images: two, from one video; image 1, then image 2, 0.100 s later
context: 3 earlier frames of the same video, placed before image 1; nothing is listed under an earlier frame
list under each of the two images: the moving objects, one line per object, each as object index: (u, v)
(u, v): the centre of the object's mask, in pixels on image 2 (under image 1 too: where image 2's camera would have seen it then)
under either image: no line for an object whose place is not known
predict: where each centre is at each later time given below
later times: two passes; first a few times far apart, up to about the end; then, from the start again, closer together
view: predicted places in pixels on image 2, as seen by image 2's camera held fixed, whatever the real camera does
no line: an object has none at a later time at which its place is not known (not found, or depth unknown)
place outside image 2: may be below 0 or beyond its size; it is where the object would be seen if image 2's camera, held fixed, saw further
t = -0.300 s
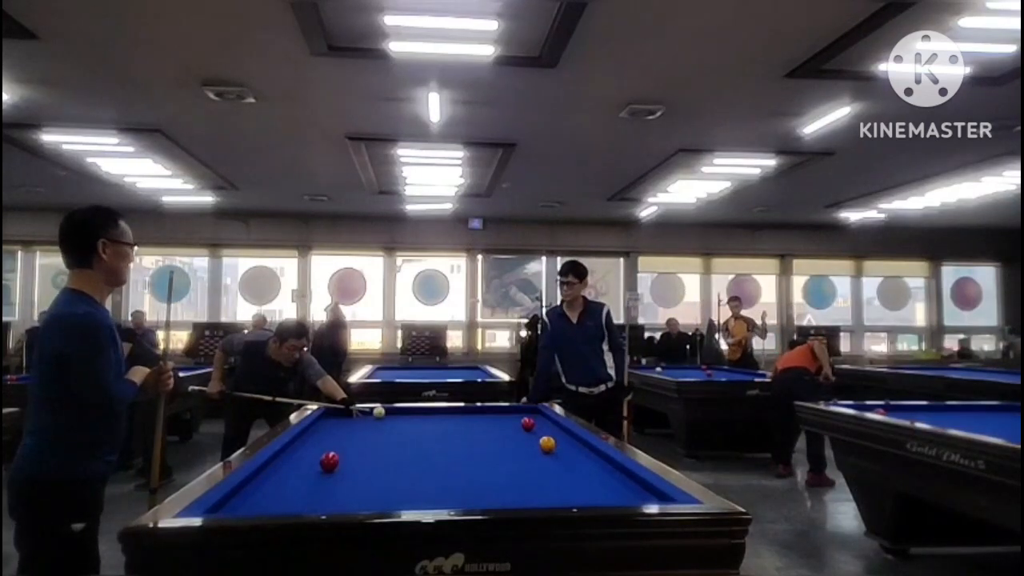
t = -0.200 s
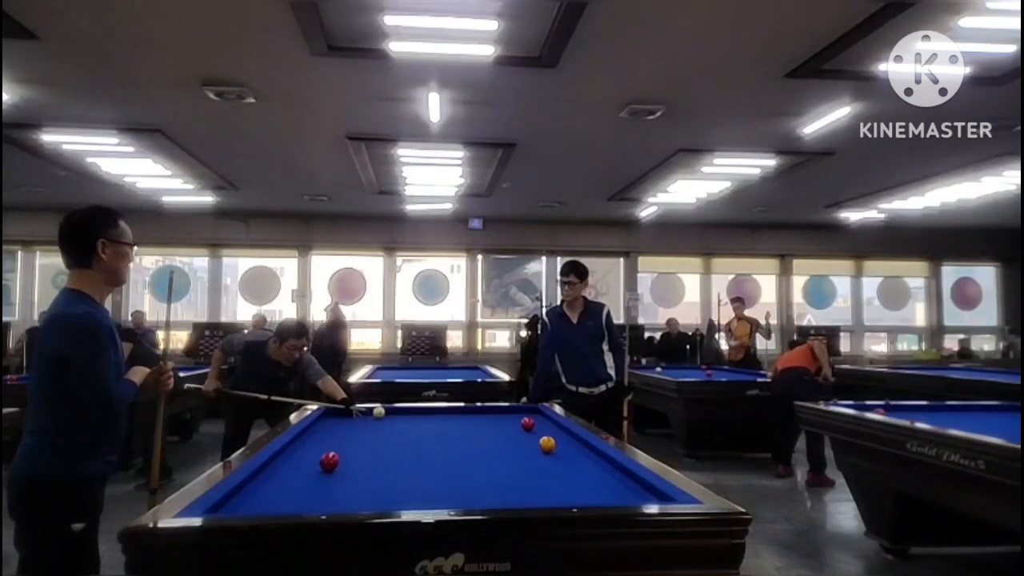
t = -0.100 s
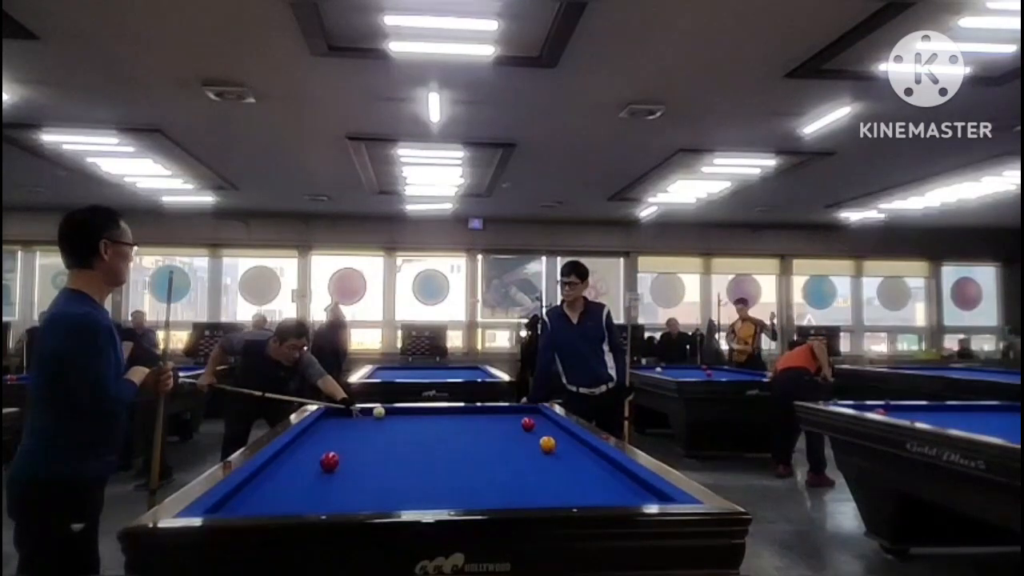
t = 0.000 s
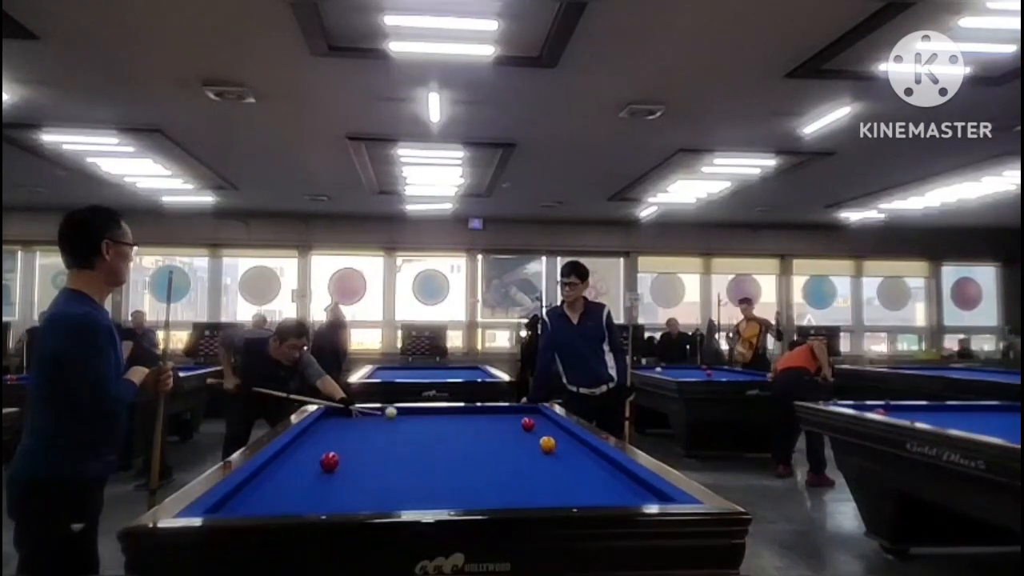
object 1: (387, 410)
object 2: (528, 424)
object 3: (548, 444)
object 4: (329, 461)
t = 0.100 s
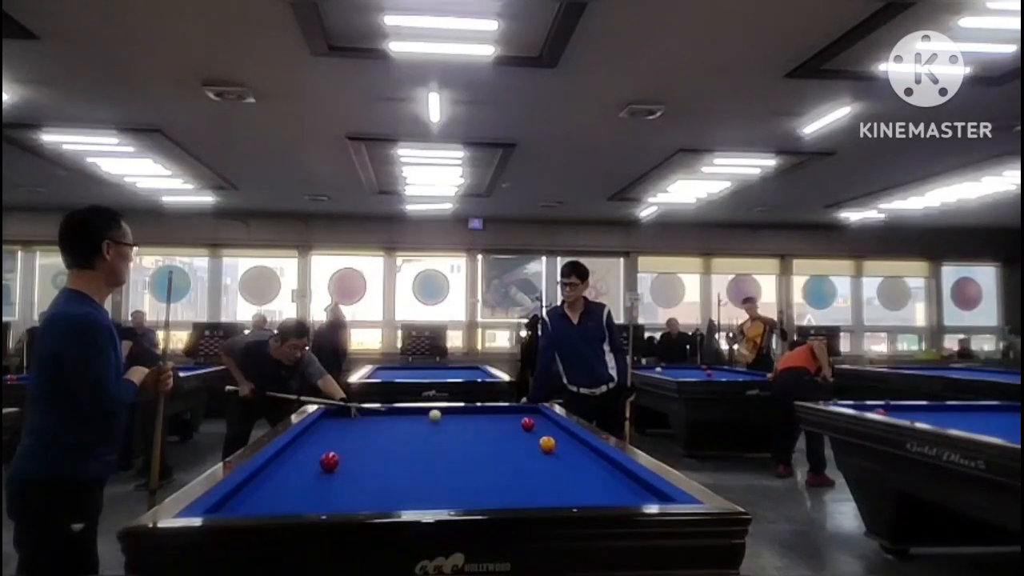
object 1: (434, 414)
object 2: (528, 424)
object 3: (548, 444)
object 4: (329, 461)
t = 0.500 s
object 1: (528, 423)
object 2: (541, 430)
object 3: (547, 444)
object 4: (329, 461)
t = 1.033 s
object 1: (431, 435)
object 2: (579, 448)
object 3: (547, 444)
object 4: (330, 461)
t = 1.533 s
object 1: (323, 448)
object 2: (617, 470)
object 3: (547, 444)
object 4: (329, 462)
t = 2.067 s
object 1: (319, 457)
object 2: (644, 496)
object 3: (548, 444)
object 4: (332, 462)
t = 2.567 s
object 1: (343, 458)
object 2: (612, 482)
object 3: (548, 444)
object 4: (357, 467)
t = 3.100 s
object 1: (364, 458)
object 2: (585, 467)
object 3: (548, 444)
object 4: (382, 474)
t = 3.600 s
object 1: (381, 458)
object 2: (566, 455)
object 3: (547, 444)
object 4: (406, 480)
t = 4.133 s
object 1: (394, 458)
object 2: (550, 447)
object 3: (544, 440)
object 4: (431, 486)
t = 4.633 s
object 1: (404, 458)
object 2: (543, 446)
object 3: (540, 435)
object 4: (453, 491)
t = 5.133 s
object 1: (410, 457)
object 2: (538, 445)
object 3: (537, 433)
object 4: (475, 495)
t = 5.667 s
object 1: (415, 457)
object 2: (535, 444)
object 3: (533, 431)
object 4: (498, 497)
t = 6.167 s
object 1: (416, 457)
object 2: (533, 443)
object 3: (531, 429)
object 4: (514, 499)
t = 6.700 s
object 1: (415, 457)
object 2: (533, 443)
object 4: (522, 497)
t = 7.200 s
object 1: (415, 457)
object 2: (533, 443)
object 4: (528, 496)
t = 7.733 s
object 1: (416, 457)
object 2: (533, 443)
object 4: (532, 495)
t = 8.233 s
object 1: (416, 457)
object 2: (533, 443)
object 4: (534, 496)
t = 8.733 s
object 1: (416, 457)
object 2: (533, 443)
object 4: (535, 496)
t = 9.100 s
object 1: (415, 457)
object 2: (533, 443)
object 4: (535, 496)
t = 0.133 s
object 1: (450, 416)
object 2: (528, 424)
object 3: (548, 444)
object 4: (329, 461)
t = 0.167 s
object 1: (464, 417)
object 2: (528, 424)
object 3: (548, 444)
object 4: (329, 461)
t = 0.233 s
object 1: (493, 420)
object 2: (528, 424)
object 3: (547, 444)
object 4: (329, 462)
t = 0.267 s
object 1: (507, 421)
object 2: (528, 424)
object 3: (548, 444)
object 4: (329, 462)
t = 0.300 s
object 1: (519, 420)
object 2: (529, 425)
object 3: (547, 444)
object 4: (329, 462)
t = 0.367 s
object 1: (544, 422)
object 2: (532, 426)
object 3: (547, 444)
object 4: (329, 462)
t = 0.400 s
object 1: (551, 422)
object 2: (534, 427)
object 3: (547, 444)
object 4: (329, 462)
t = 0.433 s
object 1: (544, 422)
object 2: (536, 428)
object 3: (547, 444)
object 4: (329, 462)
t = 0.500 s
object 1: (528, 423)
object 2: (541, 430)
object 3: (547, 444)
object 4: (329, 461)
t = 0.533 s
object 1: (521, 424)
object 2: (543, 430)
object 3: (547, 444)
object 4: (329, 461)
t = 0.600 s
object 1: (508, 425)
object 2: (547, 431)
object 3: (547, 444)
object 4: (329, 461)
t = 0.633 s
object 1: (502, 426)
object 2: (549, 432)
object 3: (547, 444)
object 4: (329, 461)
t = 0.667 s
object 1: (496, 427)
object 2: (553, 433)
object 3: (547, 444)
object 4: (329, 461)
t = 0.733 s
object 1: (485, 428)
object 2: (557, 436)
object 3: (547, 444)
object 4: (329, 461)
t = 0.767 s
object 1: (480, 429)
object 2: (559, 438)
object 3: (547, 444)
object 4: (329, 461)
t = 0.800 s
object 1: (473, 430)
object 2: (561, 439)
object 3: (547, 444)
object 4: (329, 461)
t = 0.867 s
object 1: (462, 431)
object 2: (566, 442)
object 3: (548, 444)
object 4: (329, 461)
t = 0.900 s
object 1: (456, 432)
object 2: (569, 443)
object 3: (548, 444)
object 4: (329, 461)
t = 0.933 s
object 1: (450, 433)
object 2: (571, 445)
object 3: (548, 444)
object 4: (329, 461)
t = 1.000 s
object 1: (437, 434)
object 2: (576, 447)
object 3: (548, 444)
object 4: (330, 461)
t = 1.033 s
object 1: (431, 435)
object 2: (579, 448)
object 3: (547, 444)
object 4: (330, 461)
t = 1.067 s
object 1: (425, 436)
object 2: (582, 450)
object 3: (548, 444)
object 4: (330, 461)
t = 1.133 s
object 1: (412, 438)
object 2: (588, 452)
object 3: (547, 444)
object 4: (329, 461)
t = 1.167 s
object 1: (405, 438)
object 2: (591, 454)
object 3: (547, 444)
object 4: (329, 461)
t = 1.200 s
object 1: (398, 439)
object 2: (594, 455)
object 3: (547, 444)
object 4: (329, 461)
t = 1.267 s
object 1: (384, 441)
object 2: (600, 458)
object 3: (547, 444)
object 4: (329, 461)
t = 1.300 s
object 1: (377, 442)
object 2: (604, 459)
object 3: (547, 444)
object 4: (329, 461)
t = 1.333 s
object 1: (370, 443)
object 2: (607, 461)
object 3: (548, 444)
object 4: (329, 461)
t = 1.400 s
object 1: (355, 445)
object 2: (611, 464)
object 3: (547, 444)
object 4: (329, 461)
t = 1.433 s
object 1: (347, 446)
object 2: (612, 465)
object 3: (547, 444)
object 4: (329, 461)
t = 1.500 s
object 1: (332, 446)
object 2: (616, 469)
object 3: (547, 444)
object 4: (329, 462)
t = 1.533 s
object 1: (323, 448)
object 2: (617, 470)
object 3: (547, 444)
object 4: (329, 462)
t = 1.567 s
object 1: (316, 450)
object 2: (619, 472)
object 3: (547, 444)
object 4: (329, 461)
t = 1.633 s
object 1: (299, 453)
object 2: (622, 475)
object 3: (547, 444)
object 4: (329, 461)
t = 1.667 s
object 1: (291, 453)
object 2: (624, 478)
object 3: (547, 444)
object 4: (329, 461)
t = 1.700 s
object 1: (283, 455)
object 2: (626, 480)
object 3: (547, 444)
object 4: (329, 462)
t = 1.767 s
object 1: (291, 455)
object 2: (630, 484)
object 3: (547, 444)
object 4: (329, 461)
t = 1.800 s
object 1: (295, 456)
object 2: (631, 486)
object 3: (547, 444)
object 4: (329, 461)
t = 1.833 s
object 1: (299, 456)
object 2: (633, 488)
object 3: (547, 444)
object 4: (329, 461)
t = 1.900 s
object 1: (306, 457)
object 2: (637, 491)
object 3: (548, 444)
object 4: (329, 462)
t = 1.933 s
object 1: (310, 457)
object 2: (639, 491)
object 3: (548, 444)
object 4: (330, 461)
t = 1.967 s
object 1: (313, 458)
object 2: (641, 493)
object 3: (548, 444)
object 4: (330, 462)
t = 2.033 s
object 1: (318, 457)
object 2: (645, 496)
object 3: (548, 444)
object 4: (330, 462)
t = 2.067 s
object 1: (319, 457)
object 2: (644, 496)
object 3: (548, 444)
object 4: (332, 462)
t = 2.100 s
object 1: (321, 457)
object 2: (642, 495)
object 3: (548, 444)
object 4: (334, 462)
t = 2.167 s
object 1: (324, 457)
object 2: (637, 493)
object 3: (548, 444)
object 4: (337, 463)
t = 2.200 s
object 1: (326, 457)
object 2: (635, 493)
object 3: (548, 444)
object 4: (339, 464)
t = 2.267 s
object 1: (329, 457)
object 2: (631, 491)
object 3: (547, 444)
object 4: (342, 464)
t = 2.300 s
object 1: (331, 458)
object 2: (629, 491)
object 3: (547, 444)
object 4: (343, 465)
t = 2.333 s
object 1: (333, 458)
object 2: (627, 490)
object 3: (547, 444)
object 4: (346, 465)
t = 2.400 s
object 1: (336, 458)
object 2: (622, 488)
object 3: (547, 444)
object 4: (348, 466)
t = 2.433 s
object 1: (337, 458)
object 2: (620, 487)
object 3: (547, 444)
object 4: (350, 466)
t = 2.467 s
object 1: (338, 458)
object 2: (618, 485)
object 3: (547, 444)
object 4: (351, 466)
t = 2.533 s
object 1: (342, 458)
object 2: (614, 483)
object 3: (547, 444)
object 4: (355, 467)
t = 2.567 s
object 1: (343, 458)
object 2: (612, 482)
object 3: (548, 444)
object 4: (357, 467)
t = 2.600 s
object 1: (345, 458)
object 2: (610, 481)
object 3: (548, 444)
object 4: (358, 468)
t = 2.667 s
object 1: (348, 458)
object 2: (606, 479)
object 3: (547, 444)
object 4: (361, 469)
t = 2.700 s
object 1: (349, 459)
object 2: (605, 478)
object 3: (548, 444)
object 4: (363, 469)
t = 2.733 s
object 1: (351, 459)
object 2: (603, 477)
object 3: (548, 444)
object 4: (364, 470)
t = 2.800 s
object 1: (353, 458)
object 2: (599, 475)
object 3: (547, 444)
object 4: (367, 470)
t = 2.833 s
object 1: (355, 458)
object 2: (598, 474)
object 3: (548, 444)
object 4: (369, 471)
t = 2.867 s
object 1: (356, 458)
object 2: (596, 473)
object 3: (547, 444)
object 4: (371, 471)
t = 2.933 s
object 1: (358, 458)
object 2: (593, 471)
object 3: (547, 444)
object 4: (373, 472)
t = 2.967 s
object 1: (359, 458)
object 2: (591, 471)
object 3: (547, 444)
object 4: (375, 472)
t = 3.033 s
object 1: (362, 458)
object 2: (588, 468)
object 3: (548, 444)
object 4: (379, 473)
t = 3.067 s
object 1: (363, 458)
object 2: (586, 468)
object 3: (547, 444)
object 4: (380, 474)
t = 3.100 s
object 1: (364, 458)
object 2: (585, 467)
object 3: (548, 444)
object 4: (382, 474)
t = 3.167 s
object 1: (366, 458)
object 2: (582, 465)
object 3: (547, 444)
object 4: (385, 474)
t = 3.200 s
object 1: (367, 458)
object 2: (581, 464)
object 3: (547, 444)
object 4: (386, 475)
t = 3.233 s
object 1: (369, 458)
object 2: (579, 464)
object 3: (548, 444)
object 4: (388, 475)
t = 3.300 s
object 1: (371, 458)
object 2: (577, 462)
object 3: (547, 444)
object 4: (391, 477)
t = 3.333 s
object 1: (372, 458)
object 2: (575, 461)
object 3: (547, 444)
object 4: (393, 477)
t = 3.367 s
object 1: (373, 458)
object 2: (574, 460)
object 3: (547, 444)
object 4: (395, 477)
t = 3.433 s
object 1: (376, 458)
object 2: (572, 459)
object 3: (547, 444)
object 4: (398, 478)
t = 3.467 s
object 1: (376, 458)
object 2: (570, 458)
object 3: (547, 444)
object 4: (399, 478)
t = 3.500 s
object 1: (378, 458)
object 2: (569, 457)
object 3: (547, 444)
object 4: (401, 479)
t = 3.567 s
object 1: (380, 458)
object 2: (567, 456)
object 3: (547, 444)
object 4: (404, 479)
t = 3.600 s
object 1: (381, 458)
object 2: (566, 455)
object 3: (547, 444)
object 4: (406, 480)
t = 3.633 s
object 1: (382, 458)
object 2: (564, 455)
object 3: (547, 444)
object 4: (407, 480)
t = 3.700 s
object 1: (383, 458)
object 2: (562, 453)
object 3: (547, 444)
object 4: (410, 481)
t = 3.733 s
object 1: (384, 458)
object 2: (561, 452)
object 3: (547, 443)
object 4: (412, 481)
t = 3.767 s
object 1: (385, 458)
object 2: (560, 452)
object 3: (547, 443)
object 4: (413, 482)
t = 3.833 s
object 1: (387, 458)
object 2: (558, 451)
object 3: (546, 443)
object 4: (417, 482)
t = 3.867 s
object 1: (388, 458)
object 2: (557, 451)
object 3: (547, 443)
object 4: (418, 483)
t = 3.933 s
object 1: (390, 458)
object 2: (556, 450)
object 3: (546, 443)
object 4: (421, 484)
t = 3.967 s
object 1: (391, 458)
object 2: (554, 450)
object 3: (545, 442)
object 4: (423, 484)
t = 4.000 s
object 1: (391, 458)
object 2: (553, 449)
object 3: (545, 441)
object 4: (425, 484)
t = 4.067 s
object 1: (393, 458)
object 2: (551, 447)
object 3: (544, 441)
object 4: (427, 485)
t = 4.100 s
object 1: (394, 458)
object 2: (551, 448)
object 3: (544, 441)
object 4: (429, 486)
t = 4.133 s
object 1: (394, 458)
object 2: (550, 447)
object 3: (544, 440)
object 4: (431, 486)
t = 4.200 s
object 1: (396, 458)
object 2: (549, 447)
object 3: (543, 439)
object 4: (434, 487)
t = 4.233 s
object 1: (396, 458)
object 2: (548, 447)
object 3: (543, 439)
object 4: (435, 487)
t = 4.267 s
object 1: (397, 458)
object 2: (548, 447)
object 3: (543, 439)
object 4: (437, 487)
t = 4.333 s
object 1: (398, 458)
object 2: (547, 446)
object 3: (542, 438)
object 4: (440, 488)
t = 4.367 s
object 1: (399, 458)
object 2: (546, 446)
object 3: (542, 437)
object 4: (441, 488)
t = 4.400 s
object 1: (400, 458)
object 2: (546, 446)
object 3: (542, 437)
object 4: (443, 489)
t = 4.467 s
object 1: (400, 458)
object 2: (545, 446)
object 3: (542, 436)
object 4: (446, 489)
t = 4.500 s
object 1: (401, 458)
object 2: (544, 446)
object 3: (541, 436)
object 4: (447, 490)
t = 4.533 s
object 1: (402, 458)
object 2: (544, 446)
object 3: (541, 436)
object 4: (449, 490)
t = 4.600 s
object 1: (403, 458)
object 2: (543, 446)
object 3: (541, 436)
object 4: (452, 491)
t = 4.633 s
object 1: (404, 458)
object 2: (543, 446)
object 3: (540, 435)
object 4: (453, 491)
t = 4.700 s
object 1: (405, 458)
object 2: (542, 445)
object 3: (540, 435)
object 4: (456, 492)
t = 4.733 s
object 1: (405, 458)
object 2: (542, 445)
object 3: (539, 435)
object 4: (458, 492)
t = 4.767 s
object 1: (406, 457)
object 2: (542, 445)
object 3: (539, 435)
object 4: (459, 492)
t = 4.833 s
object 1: (407, 457)
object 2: (541, 445)
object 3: (539, 434)
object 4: (462, 493)
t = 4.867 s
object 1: (407, 457)
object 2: (541, 445)
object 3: (539, 434)
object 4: (464, 493)
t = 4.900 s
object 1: (408, 457)
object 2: (541, 445)
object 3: (539, 434)
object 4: (465, 494)
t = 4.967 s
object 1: (409, 457)
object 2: (540, 445)
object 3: (538, 433)
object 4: (468, 494)
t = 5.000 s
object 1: (409, 457)
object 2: (540, 445)
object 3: (538, 434)
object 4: (469, 494)
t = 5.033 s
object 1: (410, 457)
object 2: (539, 445)
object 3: (538, 433)
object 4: (471, 495)
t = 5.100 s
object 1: (410, 457)
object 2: (539, 444)
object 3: (537, 432)
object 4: (473, 495)
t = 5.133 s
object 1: (410, 457)
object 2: (538, 445)
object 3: (537, 433)
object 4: (475, 495)
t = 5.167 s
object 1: (411, 457)
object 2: (538, 444)
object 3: (536, 432)
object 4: (477, 495)
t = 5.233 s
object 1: (412, 457)
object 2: (537, 444)
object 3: (536, 432)
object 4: (479, 496)
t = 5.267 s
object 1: (412, 457)
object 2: (537, 444)
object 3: (536, 432)
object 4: (481, 496)
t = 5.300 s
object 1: (413, 457)
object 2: (537, 444)
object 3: (536, 432)
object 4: (482, 496)
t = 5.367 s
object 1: (413, 457)
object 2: (536, 444)
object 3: (535, 431)
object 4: (485, 496)
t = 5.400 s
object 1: (413, 457)
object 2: (536, 444)
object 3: (535, 431)
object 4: (486, 496)
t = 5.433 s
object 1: (413, 457)
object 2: (536, 444)
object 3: (535, 431)
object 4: (488, 497)
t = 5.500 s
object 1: (414, 457)
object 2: (536, 444)
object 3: (534, 431)
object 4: (491, 497)
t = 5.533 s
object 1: (414, 457)
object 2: (536, 444)
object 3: (534, 431)
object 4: (492, 497)
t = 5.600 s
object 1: (414, 457)
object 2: (535, 444)
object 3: (534, 431)
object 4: (495, 497)
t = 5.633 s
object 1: (414, 457)
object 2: (535, 444)
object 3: (533, 431)
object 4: (496, 497)
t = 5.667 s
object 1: (415, 457)
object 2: (535, 444)
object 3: (533, 431)
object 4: (498, 497)
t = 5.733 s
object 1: (415, 457)
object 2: (534, 443)
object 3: (533, 431)
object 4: (500, 498)
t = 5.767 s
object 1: (415, 457)
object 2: (534, 443)
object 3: (533, 430)
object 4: (501, 498)
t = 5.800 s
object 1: (415, 457)
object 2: (534, 443)
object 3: (533, 430)
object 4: (503, 498)
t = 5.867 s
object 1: (415, 457)
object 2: (534, 443)
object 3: (532, 430)
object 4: (506, 498)
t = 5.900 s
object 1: (416, 457)
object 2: (534, 443)
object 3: (532, 430)
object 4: (507, 499)
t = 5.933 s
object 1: (416, 457)
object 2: (534, 443)
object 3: (532, 430)
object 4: (508, 499)
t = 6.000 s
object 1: (416, 457)
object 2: (533, 443)
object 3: (532, 430)
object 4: (510, 499)
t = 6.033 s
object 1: (416, 457)
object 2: (533, 443)
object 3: (532, 429)
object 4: (510, 499)
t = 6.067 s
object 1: (416, 457)
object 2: (533, 443)
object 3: (531, 429)
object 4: (511, 499)
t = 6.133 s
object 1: (416, 457)
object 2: (533, 443)
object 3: (531, 429)
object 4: (512, 498)
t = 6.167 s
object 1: (416, 457)
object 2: (533, 443)
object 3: (531, 429)
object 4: (514, 499)
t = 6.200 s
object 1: (416, 457)
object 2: (533, 443)
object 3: (531, 429)
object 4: (514, 499)
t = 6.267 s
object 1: (415, 457)
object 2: (533, 443)
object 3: (530, 429)
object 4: (516, 498)
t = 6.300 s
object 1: (415, 457)
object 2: (533, 443)
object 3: (530, 428)
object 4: (516, 498)
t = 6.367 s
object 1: (415, 457)
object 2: (533, 443)
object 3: (530, 428)
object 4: (517, 498)
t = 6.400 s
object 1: (415, 457)
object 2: (533, 443)
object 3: (530, 428)
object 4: (518, 498)
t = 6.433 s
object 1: (415, 457)
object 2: (533, 443)
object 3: (530, 428)
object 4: (518, 498)
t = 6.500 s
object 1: (416, 457)
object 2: (533, 443)
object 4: (519, 497)
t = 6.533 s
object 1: (415, 457)
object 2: (533, 443)
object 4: (519, 497)
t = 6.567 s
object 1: (415, 457)
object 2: (533, 442)
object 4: (520, 497)
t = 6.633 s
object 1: (415, 457)
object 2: (533, 443)
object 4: (521, 497)
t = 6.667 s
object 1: (415, 457)
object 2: (533, 443)
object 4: (521, 497)
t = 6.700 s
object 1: (415, 457)
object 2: (533, 443)
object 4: (522, 497)
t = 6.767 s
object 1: (415, 457)
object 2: (533, 443)
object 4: (522, 496)
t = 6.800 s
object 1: (415, 457)
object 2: (533, 443)
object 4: (523, 496)
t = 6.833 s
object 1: (415, 457)
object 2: (533, 443)
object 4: (524, 496)
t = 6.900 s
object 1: (415, 457)
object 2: (533, 443)
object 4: (525, 497)
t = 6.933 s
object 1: (415, 457)
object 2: (533, 443)
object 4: (525, 496)
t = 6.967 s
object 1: (415, 457)
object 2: (533, 443)
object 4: (526, 496)
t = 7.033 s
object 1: (415, 457)
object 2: (533, 443)
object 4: (526, 496)
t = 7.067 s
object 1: (415, 457)
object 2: (533, 443)
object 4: (527, 496)
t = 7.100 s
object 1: (415, 457)
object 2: (533, 443)
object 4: (527, 496)
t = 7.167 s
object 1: (415, 457)
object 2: (533, 443)
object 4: (528, 496)
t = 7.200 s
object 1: (415, 457)
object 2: (533, 443)
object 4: (528, 496)
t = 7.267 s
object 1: (415, 457)
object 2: (533, 443)
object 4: (529, 496)
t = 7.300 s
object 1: (415, 457)
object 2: (533, 443)
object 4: (529, 496)
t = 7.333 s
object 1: (415, 457)
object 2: (533, 443)
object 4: (529, 496)
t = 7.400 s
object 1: (415, 457)
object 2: (533, 443)
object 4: (530, 496)
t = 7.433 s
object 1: (415, 457)
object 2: (533, 443)
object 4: (530, 496)
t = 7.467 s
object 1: (415, 457)
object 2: (533, 443)
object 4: (531, 496)
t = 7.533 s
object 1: (415, 457)
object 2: (533, 443)
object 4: (531, 495)
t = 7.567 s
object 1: (416, 457)
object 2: (533, 443)
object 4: (532, 496)
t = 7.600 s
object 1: (416, 457)
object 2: (533, 443)
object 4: (532, 496)
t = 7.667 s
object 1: (416, 457)
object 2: (533, 443)
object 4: (532, 496)
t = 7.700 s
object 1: (416, 457)
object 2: (533, 443)
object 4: (532, 495)
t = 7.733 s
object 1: (416, 457)
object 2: (533, 443)
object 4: (532, 495)
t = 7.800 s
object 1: (416, 457)
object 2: (533, 443)
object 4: (533, 496)
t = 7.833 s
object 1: (416, 457)
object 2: (533, 443)
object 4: (533, 496)
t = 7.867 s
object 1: (416, 457)
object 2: (533, 443)
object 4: (533, 496)
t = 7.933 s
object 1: (416, 457)
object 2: (533, 443)
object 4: (533, 496)
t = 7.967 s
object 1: (415, 457)
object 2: (533, 443)
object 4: (533, 496)
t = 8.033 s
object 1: (416, 457)
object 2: (533, 443)
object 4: (534, 496)
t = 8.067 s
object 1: (415, 457)
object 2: (533, 443)
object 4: (534, 496)
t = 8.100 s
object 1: (415, 457)
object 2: (533, 443)
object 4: (534, 496)
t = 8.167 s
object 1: (415, 457)
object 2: (533, 443)
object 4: (534, 496)
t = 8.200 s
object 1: (415, 457)
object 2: (533, 443)
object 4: (534, 496)
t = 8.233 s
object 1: (416, 457)
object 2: (533, 443)
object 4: (534, 496)
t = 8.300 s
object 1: (416, 457)
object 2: (533, 443)
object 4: (534, 496)
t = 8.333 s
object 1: (416, 457)
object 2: (533, 443)
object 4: (534, 496)
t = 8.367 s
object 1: (416, 457)
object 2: (533, 443)
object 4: (534, 496)
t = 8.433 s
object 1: (416, 457)
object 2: (533, 443)
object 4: (534, 496)
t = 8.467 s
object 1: (416, 457)
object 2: (533, 443)
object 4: (534, 496)
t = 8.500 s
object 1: (416, 458)
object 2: (533, 443)
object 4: (534, 496)
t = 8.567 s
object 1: (416, 458)
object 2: (533, 443)
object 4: (535, 496)
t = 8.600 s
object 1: (416, 457)
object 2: (533, 443)
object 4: (535, 496)
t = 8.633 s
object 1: (416, 457)
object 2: (533, 443)
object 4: (535, 496)
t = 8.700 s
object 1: (416, 457)
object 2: (533, 443)
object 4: (535, 496)
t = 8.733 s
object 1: (416, 457)
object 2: (533, 443)
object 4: (535, 496)
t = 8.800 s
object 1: (416, 458)
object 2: (533, 443)
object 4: (535, 496)
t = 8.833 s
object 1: (415, 458)
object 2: (533, 443)
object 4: (535, 496)
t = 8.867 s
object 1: (415, 457)
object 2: (533, 443)
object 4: (535, 496)
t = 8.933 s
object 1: (416, 457)
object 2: (533, 443)
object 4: (535, 496)
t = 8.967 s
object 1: (415, 457)
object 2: (533, 443)
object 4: (535, 496)
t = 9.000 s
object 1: (416, 457)
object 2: (533, 443)
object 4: (535, 496)
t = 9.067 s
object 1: (415, 457)
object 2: (533, 443)
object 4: (535, 496)
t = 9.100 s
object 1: (415, 457)
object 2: (533, 443)
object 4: (535, 496)
